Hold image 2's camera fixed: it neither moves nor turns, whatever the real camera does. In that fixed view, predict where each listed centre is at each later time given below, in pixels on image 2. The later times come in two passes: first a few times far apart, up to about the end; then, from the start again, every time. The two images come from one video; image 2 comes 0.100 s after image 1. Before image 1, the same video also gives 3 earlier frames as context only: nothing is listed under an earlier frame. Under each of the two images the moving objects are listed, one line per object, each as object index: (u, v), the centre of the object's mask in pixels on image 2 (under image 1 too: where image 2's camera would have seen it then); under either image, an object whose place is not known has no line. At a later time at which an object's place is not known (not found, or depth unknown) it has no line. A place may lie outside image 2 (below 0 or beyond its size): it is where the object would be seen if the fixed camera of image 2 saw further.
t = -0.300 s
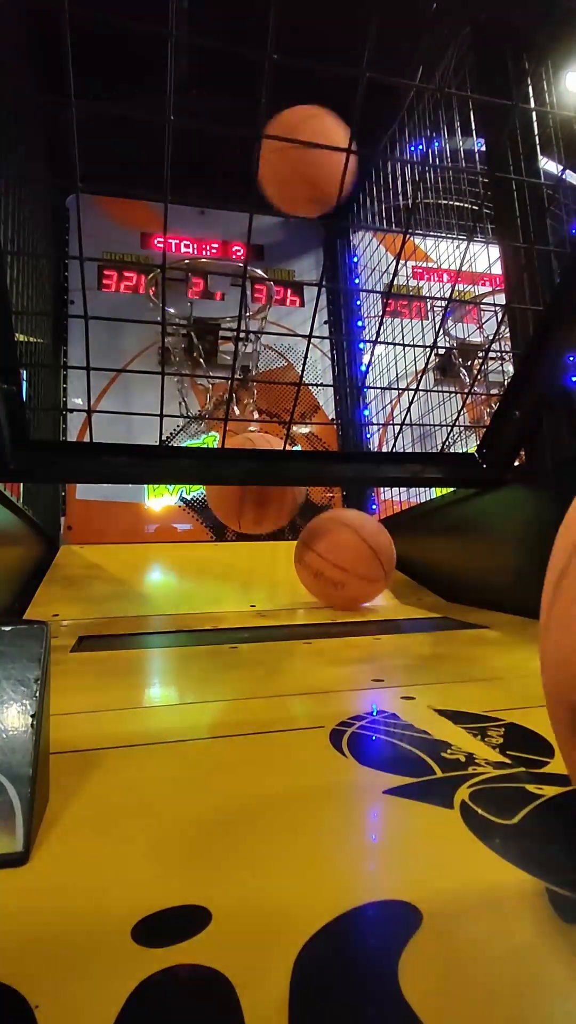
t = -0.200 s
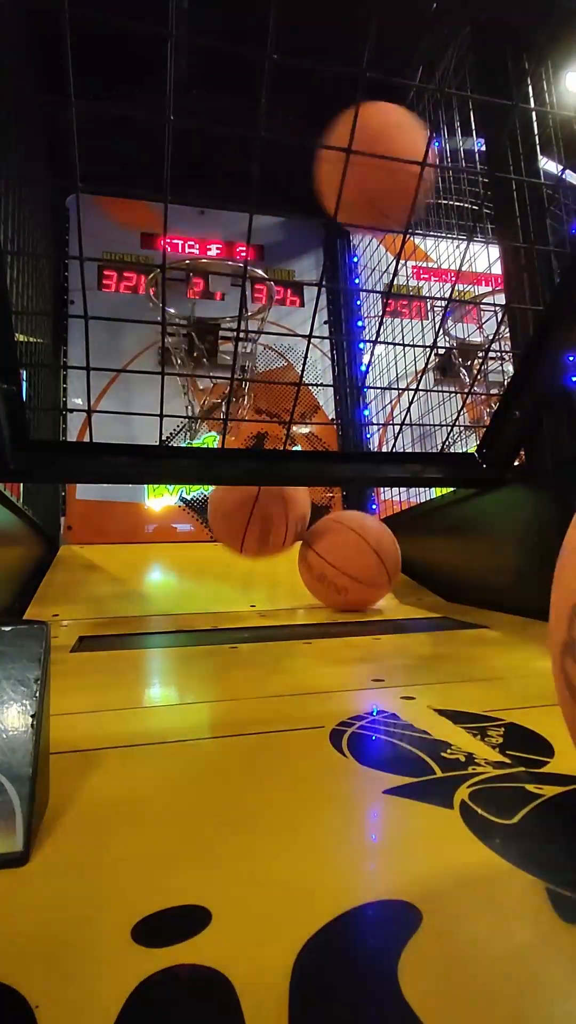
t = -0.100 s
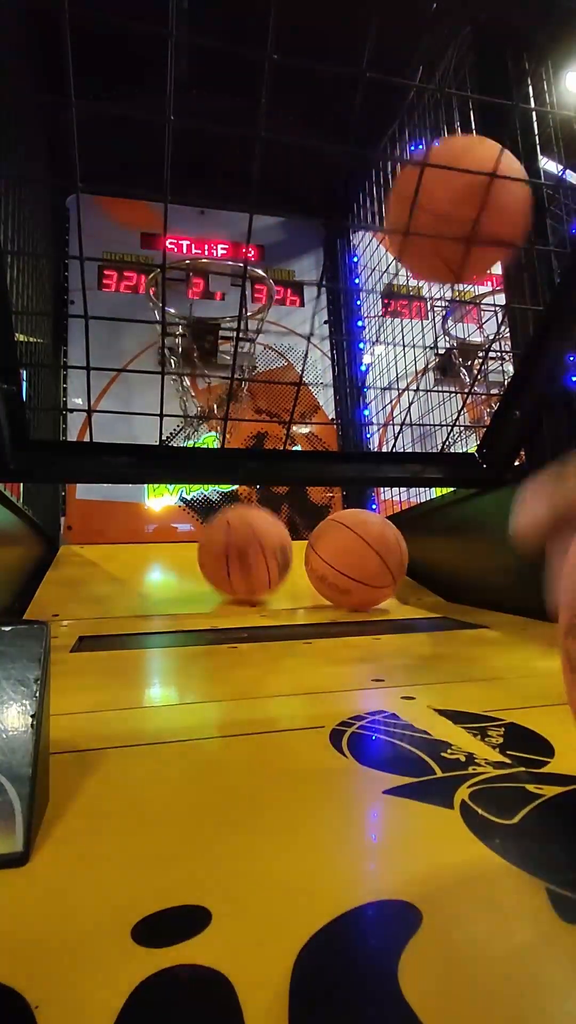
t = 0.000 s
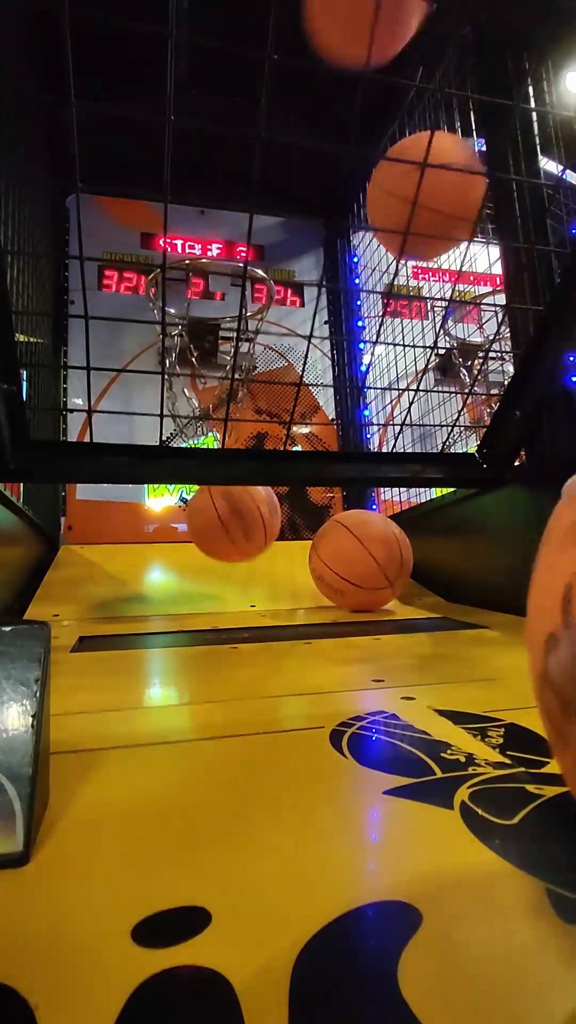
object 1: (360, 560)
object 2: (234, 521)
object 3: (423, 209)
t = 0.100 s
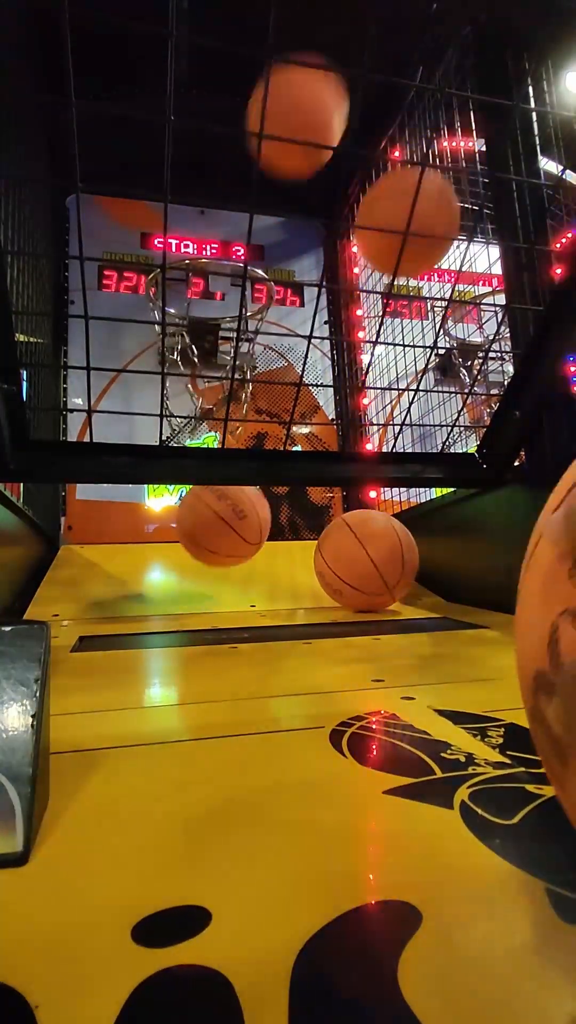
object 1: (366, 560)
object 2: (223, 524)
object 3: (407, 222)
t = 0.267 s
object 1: (379, 561)
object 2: (209, 533)
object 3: (384, 324)
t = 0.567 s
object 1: (413, 561)
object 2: (191, 559)
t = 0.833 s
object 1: (468, 566)
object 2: (178, 573)
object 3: (341, 434)
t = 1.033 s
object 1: (521, 567)
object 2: (168, 581)
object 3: (345, 529)
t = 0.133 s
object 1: (368, 561)
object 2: (220, 532)
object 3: (402, 238)
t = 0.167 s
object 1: (371, 561)
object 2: (217, 545)
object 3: (397, 257)
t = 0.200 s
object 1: (373, 561)
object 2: (212, 547)
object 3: (394, 280)
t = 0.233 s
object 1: (376, 561)
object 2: (210, 538)
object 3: (390, 303)
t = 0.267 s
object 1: (379, 561)
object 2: (209, 533)
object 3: (384, 324)
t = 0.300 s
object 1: (381, 561)
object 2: (206, 531)
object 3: (378, 348)
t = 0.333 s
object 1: (385, 561)
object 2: (204, 534)
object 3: (371, 376)
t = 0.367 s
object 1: (388, 561)
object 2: (202, 542)
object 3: (364, 406)
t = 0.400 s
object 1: (392, 561)
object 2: (199, 553)
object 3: (362, 426)
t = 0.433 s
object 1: (396, 561)
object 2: (196, 558)
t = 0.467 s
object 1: (400, 561)
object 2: (195, 552)
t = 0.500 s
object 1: (405, 562)
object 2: (194, 550)
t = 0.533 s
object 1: (408, 561)
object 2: (192, 552)
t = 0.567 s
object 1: (413, 561)
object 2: (191, 559)
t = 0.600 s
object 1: (418, 562)
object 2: (189, 565)
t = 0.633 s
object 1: (424, 563)
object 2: (188, 559)
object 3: (340, 437)
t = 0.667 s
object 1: (430, 563)
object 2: (186, 557)
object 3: (342, 433)
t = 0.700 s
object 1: (437, 563)
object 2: (185, 560)
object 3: (342, 429)
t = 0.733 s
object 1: (445, 564)
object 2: (183, 569)
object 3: (340, 428)
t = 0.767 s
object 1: (452, 565)
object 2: (182, 569)
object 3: (338, 430)
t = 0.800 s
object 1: (460, 565)
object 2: (180, 569)
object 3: (341, 430)
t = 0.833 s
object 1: (468, 566)
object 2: (178, 573)
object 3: (341, 434)
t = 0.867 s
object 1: (477, 567)
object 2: (177, 573)
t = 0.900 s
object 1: (487, 567)
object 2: (175, 575)
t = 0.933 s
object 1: (498, 566)
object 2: (173, 577)
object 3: (344, 522)
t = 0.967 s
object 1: (507, 567)
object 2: (171, 577)
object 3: (345, 546)
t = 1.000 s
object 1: (514, 568)
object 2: (169, 580)
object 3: (345, 548)
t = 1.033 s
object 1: (521, 567)
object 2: (168, 581)
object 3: (345, 529)
